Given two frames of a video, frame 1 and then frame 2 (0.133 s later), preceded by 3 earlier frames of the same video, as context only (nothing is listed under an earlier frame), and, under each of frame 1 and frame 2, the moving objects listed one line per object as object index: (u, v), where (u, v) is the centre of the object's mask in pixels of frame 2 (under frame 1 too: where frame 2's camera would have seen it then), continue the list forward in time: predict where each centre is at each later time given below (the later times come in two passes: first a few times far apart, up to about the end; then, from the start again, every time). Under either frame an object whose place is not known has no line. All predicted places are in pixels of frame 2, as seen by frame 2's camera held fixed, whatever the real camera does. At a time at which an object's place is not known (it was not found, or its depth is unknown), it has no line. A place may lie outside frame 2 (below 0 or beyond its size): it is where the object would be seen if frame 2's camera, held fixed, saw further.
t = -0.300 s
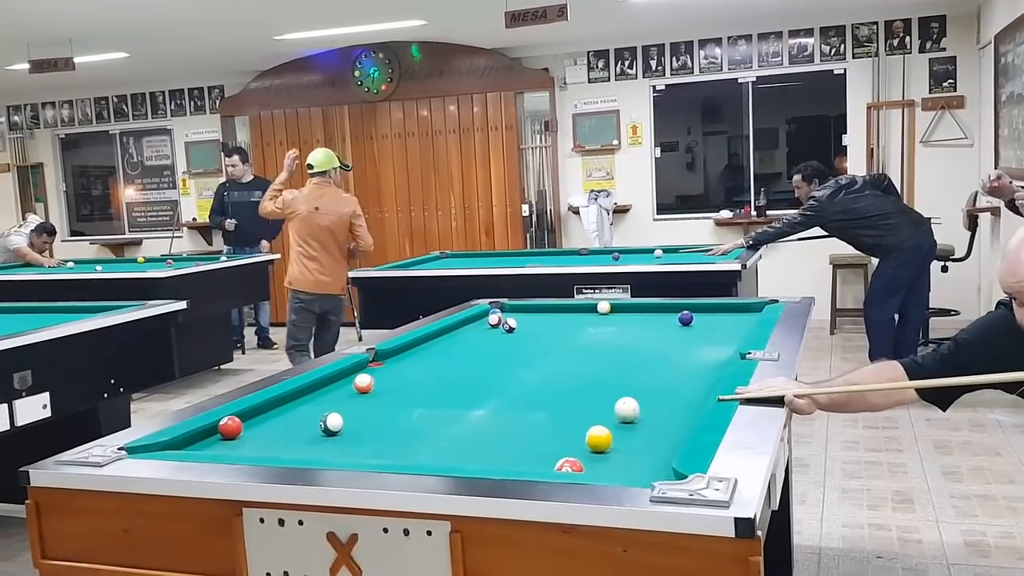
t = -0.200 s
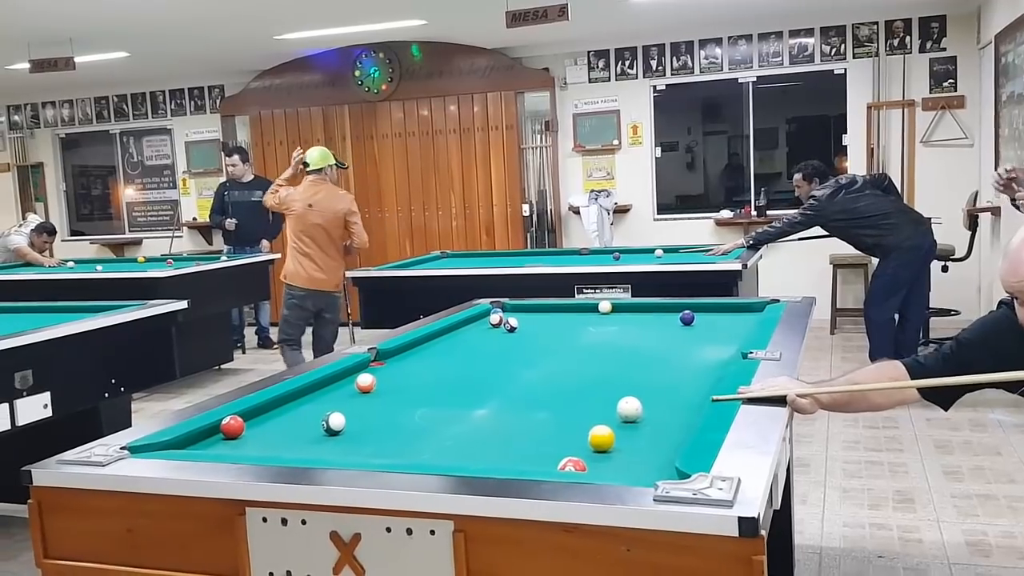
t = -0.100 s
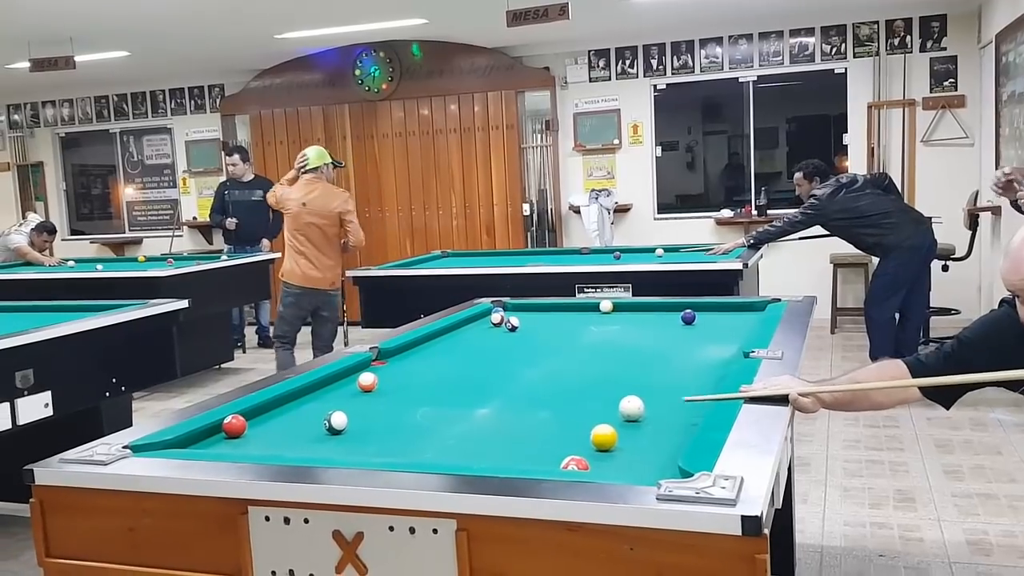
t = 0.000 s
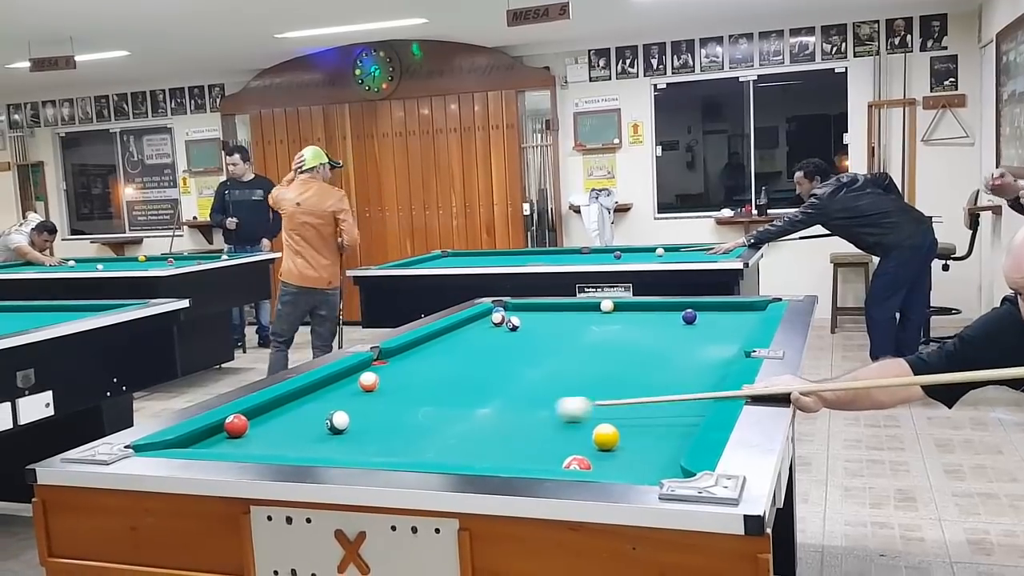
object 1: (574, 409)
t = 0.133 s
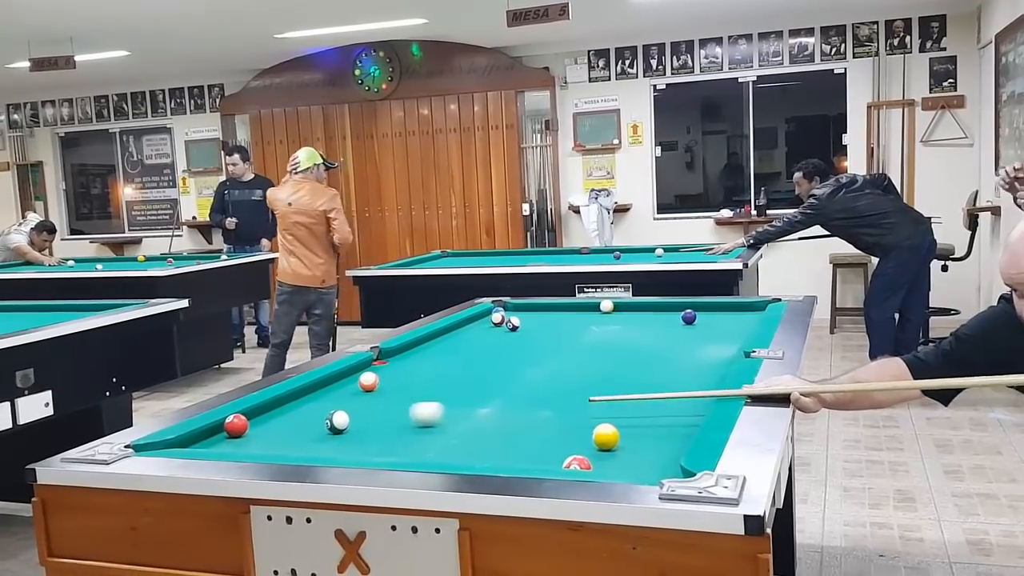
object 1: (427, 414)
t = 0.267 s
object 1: (336, 410)
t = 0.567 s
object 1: (341, 399)
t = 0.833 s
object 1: (437, 394)
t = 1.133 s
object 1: (541, 388)
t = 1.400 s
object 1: (630, 384)
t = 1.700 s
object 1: (711, 378)
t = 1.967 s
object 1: (661, 374)
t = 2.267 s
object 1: (611, 369)
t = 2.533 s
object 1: (574, 365)
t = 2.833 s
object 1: (537, 362)
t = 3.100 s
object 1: (509, 359)
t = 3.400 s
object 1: (482, 356)
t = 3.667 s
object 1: (461, 354)
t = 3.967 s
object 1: (440, 352)
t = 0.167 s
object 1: (390, 415)
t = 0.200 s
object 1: (359, 415)
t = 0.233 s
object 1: (348, 412)
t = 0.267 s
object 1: (336, 410)
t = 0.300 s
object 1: (323, 408)
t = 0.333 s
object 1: (308, 406)
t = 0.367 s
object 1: (293, 405)
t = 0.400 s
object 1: (279, 403)
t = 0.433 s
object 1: (287, 401)
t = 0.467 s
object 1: (303, 401)
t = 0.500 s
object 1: (315, 401)
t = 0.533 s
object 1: (328, 400)
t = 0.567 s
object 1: (341, 399)
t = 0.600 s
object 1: (353, 399)
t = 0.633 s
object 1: (365, 398)
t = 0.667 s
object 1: (377, 397)
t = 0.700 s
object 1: (390, 397)
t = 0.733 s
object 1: (401, 396)
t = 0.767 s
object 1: (414, 395)
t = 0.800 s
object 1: (425, 395)
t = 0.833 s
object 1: (437, 394)
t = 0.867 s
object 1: (449, 393)
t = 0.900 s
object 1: (461, 393)
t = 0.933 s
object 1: (473, 392)
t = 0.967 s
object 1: (484, 391)
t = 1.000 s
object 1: (496, 391)
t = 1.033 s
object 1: (507, 390)
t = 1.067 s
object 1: (519, 390)
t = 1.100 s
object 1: (530, 389)
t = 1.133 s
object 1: (541, 388)
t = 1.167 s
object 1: (552, 388)
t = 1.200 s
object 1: (564, 387)
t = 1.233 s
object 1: (575, 386)
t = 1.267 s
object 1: (586, 386)
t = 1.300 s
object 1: (597, 386)
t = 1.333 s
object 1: (608, 385)
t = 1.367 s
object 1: (619, 384)
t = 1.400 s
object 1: (630, 384)
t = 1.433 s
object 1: (641, 383)
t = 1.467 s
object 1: (652, 383)
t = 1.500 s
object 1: (662, 382)
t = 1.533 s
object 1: (673, 381)
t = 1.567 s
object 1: (684, 381)
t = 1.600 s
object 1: (695, 381)
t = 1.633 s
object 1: (705, 380)
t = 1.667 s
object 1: (715, 378)
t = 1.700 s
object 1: (711, 378)
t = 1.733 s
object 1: (705, 378)
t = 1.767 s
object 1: (698, 378)
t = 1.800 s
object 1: (692, 377)
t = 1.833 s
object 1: (685, 377)
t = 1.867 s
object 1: (679, 376)
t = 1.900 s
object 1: (673, 375)
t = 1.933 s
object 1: (667, 375)
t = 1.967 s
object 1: (661, 374)
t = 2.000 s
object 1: (655, 374)
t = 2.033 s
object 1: (649, 373)
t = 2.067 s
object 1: (643, 372)
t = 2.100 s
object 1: (638, 372)
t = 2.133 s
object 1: (632, 371)
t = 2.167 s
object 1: (627, 371)
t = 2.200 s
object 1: (622, 370)
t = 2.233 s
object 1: (616, 370)
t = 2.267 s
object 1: (611, 369)
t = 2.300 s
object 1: (607, 369)
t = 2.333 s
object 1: (602, 368)
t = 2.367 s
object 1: (597, 368)
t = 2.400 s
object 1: (592, 367)
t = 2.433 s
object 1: (588, 366)
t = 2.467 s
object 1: (583, 366)
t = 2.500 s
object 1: (579, 366)
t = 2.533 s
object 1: (574, 365)
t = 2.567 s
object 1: (569, 365)
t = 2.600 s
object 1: (565, 364)
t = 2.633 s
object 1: (561, 364)
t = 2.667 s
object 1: (557, 363)
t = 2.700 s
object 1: (553, 363)
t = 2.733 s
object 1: (549, 363)
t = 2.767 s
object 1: (545, 362)
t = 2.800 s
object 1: (541, 362)
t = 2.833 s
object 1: (537, 362)
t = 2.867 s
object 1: (533, 361)
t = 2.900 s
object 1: (530, 361)
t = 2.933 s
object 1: (526, 360)
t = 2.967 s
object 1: (522, 360)
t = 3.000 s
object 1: (519, 360)
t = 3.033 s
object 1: (516, 359)
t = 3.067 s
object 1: (512, 359)
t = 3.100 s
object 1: (509, 359)
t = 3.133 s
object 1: (506, 358)
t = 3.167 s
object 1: (503, 358)
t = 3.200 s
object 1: (499, 358)
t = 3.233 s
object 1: (497, 357)
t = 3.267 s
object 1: (493, 357)
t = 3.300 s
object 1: (490, 357)
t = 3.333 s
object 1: (487, 356)
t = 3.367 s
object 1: (485, 356)
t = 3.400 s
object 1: (482, 356)
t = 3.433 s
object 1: (479, 356)
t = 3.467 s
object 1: (476, 355)
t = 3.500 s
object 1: (474, 355)
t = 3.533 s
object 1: (471, 355)
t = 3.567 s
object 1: (468, 355)
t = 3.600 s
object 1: (466, 354)
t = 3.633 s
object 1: (463, 354)
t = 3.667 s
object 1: (461, 354)
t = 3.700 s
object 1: (459, 354)
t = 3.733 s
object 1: (456, 353)
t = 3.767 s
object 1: (454, 353)
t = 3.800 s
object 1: (451, 353)
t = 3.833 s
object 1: (449, 353)
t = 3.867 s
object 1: (447, 352)
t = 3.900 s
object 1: (444, 352)
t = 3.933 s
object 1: (442, 352)
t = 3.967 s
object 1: (440, 352)
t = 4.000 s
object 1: (438, 352)
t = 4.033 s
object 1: (436, 351)
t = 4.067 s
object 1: (434, 351)
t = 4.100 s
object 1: (432, 351)
